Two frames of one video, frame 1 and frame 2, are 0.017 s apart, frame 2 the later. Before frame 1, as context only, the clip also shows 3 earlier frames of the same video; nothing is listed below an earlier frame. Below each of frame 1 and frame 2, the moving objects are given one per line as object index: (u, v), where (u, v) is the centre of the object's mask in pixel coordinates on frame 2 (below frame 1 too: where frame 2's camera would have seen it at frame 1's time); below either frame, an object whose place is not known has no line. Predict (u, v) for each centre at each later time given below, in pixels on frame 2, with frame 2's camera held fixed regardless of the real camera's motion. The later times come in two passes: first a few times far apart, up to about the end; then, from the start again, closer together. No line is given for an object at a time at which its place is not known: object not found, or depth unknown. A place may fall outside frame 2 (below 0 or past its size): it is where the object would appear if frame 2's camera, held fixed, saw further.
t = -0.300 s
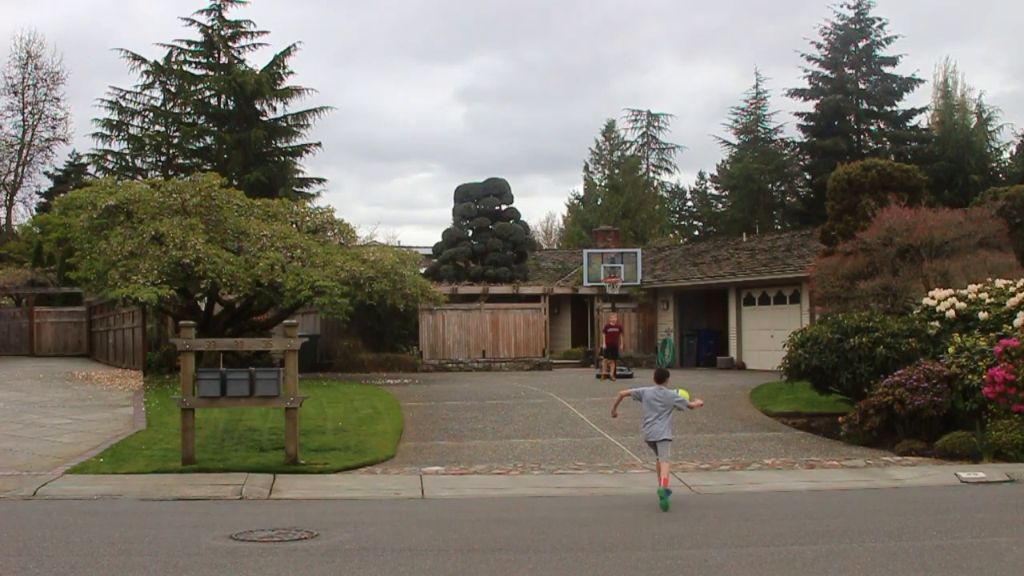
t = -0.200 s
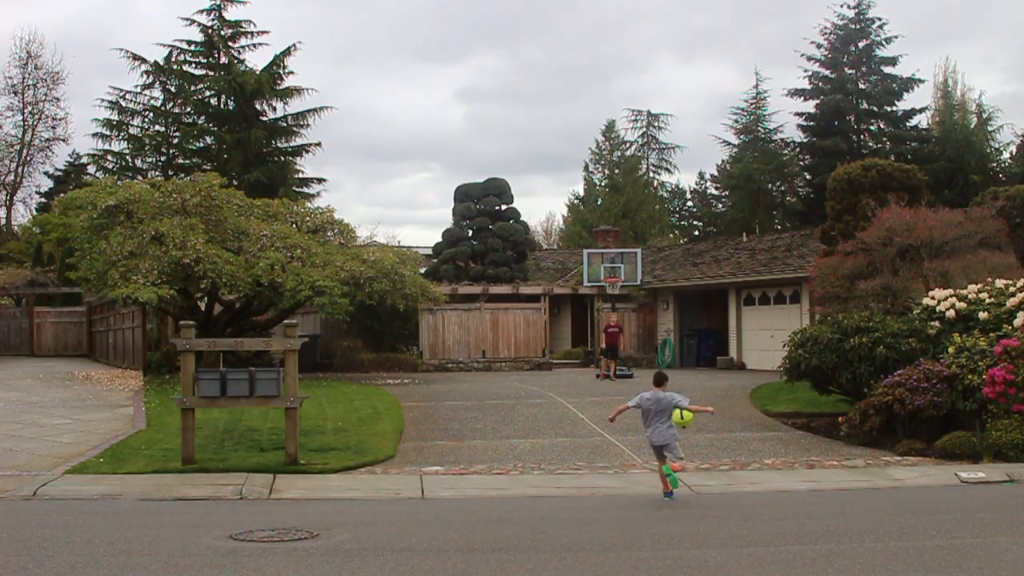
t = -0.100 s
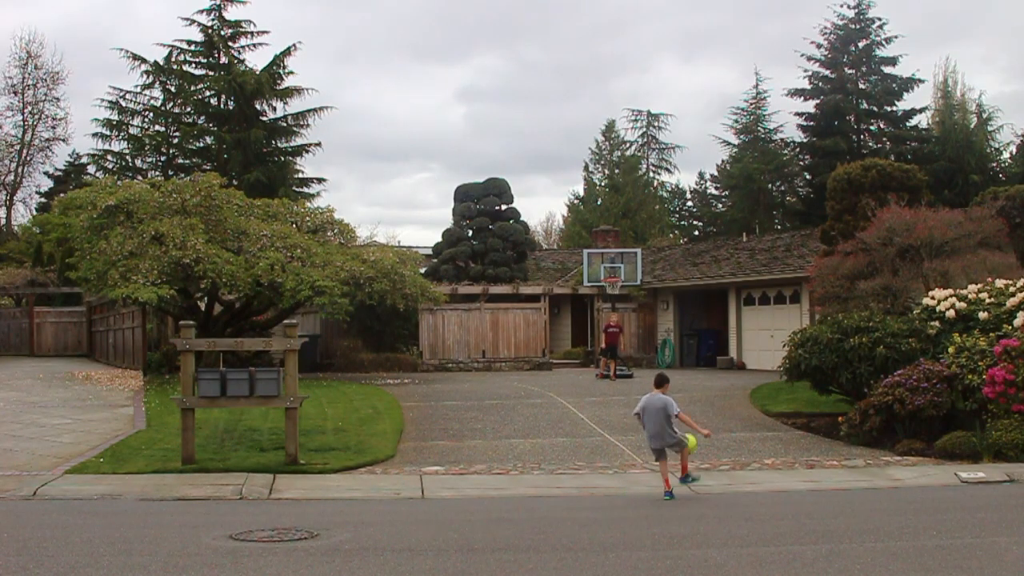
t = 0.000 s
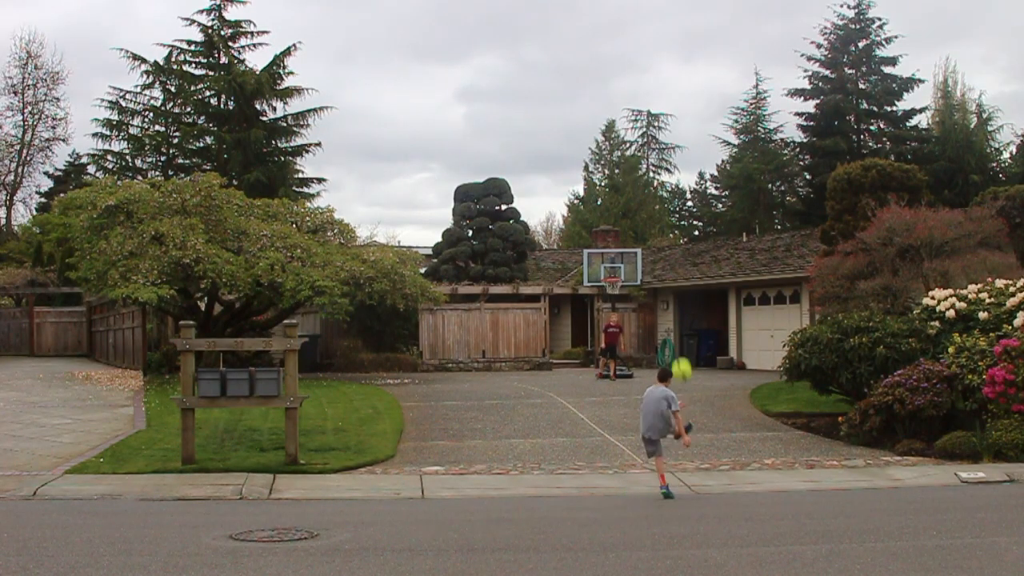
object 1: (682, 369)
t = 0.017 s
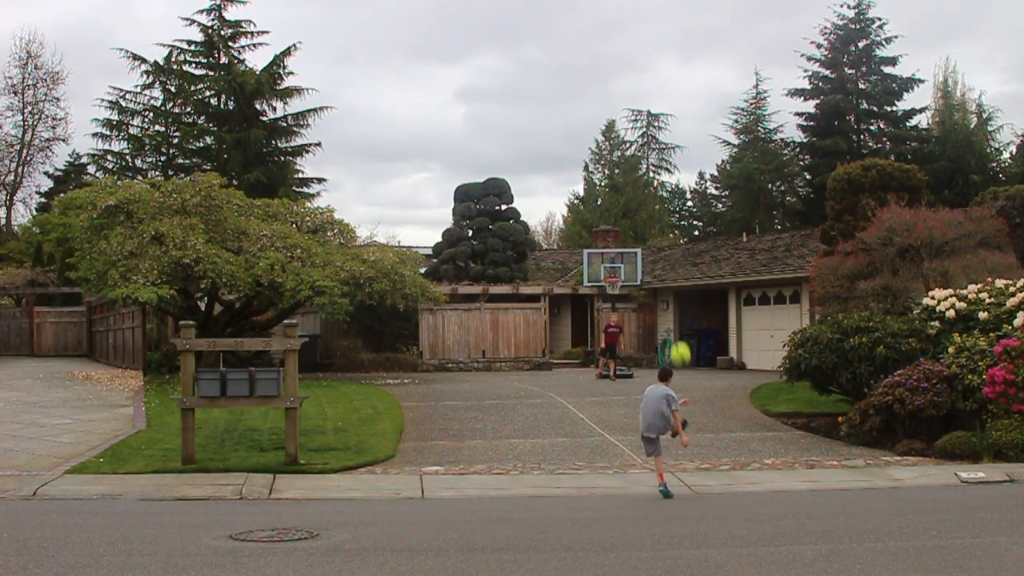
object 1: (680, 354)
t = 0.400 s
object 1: (660, 100)
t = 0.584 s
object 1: (655, 43)
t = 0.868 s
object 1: (646, 10)
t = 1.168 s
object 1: (636, 28)
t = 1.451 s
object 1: (627, 84)
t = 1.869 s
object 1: (619, 217)
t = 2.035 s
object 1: (617, 285)
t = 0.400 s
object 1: (660, 100)
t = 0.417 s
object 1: (660, 93)
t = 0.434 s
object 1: (659, 87)
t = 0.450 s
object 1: (659, 81)
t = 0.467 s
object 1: (658, 76)
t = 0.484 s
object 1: (658, 70)
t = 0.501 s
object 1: (657, 65)
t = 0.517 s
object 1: (656, 60)
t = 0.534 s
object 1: (656, 55)
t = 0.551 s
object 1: (656, 50)
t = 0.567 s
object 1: (655, 47)
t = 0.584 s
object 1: (655, 43)
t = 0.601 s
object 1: (654, 39)
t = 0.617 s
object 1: (653, 36)
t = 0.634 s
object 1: (653, 32)
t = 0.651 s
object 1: (653, 29)
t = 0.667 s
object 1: (652, 27)
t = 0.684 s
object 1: (651, 24)
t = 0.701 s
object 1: (651, 22)
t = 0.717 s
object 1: (650, 20)
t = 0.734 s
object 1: (650, 18)
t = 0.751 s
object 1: (649, 16)
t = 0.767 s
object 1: (649, 15)
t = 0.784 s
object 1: (648, 14)
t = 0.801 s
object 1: (648, 12)
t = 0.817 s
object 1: (647, 11)
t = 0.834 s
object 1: (647, 11)
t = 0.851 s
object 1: (646, 10)
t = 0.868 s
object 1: (646, 10)
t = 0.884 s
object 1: (645, 9)
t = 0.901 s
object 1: (645, 9)
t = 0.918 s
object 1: (644, 9)
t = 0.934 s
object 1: (643, 9)
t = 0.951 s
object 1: (643, 10)
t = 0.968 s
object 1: (642, 10)
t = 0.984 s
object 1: (642, 11)
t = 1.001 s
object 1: (641, 12)
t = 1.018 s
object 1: (641, 13)
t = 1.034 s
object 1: (640, 14)
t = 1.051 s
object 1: (640, 15)
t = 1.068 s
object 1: (639, 17)
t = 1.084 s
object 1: (639, 19)
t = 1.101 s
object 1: (638, 20)
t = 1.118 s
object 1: (637, 22)
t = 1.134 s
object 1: (637, 24)
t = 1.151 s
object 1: (636, 26)
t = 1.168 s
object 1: (636, 28)
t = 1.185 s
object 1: (635, 31)
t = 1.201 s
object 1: (634, 33)
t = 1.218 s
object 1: (634, 36)
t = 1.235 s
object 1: (633, 38)
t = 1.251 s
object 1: (633, 41)
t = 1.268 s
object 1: (632, 44)
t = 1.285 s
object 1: (632, 48)
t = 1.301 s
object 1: (631, 51)
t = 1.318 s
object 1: (631, 54)
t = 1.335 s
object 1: (630, 57)
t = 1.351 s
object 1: (629, 61)
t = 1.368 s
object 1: (629, 65)
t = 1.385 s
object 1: (628, 68)
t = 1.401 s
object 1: (628, 72)
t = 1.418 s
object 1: (627, 76)
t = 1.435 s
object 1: (627, 80)
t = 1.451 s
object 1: (627, 84)
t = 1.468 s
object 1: (626, 88)
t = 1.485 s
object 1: (626, 93)
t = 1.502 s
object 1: (626, 97)
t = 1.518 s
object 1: (625, 102)
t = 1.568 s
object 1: (624, 116)
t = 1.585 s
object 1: (624, 121)
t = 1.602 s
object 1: (623, 126)
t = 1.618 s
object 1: (623, 131)
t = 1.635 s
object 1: (622, 135)
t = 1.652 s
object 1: (622, 141)
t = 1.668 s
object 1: (622, 146)
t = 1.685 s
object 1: (622, 152)
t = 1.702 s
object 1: (621, 157)
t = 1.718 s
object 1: (621, 163)
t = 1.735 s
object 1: (621, 168)
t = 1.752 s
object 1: (621, 174)
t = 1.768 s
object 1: (621, 180)
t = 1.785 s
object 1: (620, 186)
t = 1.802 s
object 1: (620, 193)
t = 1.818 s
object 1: (620, 199)
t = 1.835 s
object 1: (620, 205)
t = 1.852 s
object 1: (620, 211)
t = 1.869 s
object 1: (619, 217)
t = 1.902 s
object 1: (619, 230)
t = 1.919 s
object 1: (619, 237)
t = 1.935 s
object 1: (618, 243)
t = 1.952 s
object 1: (618, 250)
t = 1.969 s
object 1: (618, 257)
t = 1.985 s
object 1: (618, 263)
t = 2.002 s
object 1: (617, 271)
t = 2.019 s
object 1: (617, 277)
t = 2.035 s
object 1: (617, 285)
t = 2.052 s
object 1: (616, 292)
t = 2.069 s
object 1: (616, 300)
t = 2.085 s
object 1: (615, 307)
